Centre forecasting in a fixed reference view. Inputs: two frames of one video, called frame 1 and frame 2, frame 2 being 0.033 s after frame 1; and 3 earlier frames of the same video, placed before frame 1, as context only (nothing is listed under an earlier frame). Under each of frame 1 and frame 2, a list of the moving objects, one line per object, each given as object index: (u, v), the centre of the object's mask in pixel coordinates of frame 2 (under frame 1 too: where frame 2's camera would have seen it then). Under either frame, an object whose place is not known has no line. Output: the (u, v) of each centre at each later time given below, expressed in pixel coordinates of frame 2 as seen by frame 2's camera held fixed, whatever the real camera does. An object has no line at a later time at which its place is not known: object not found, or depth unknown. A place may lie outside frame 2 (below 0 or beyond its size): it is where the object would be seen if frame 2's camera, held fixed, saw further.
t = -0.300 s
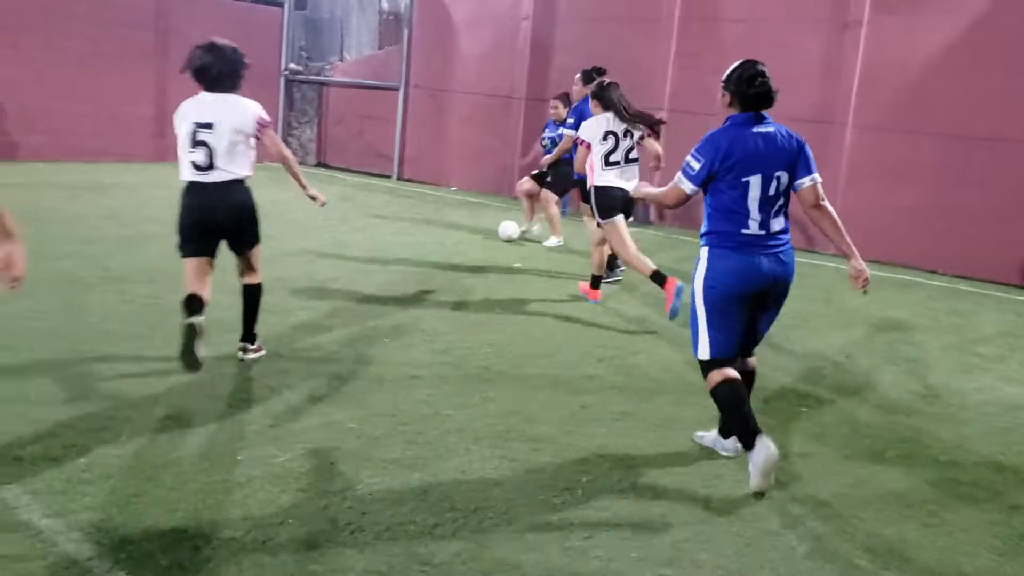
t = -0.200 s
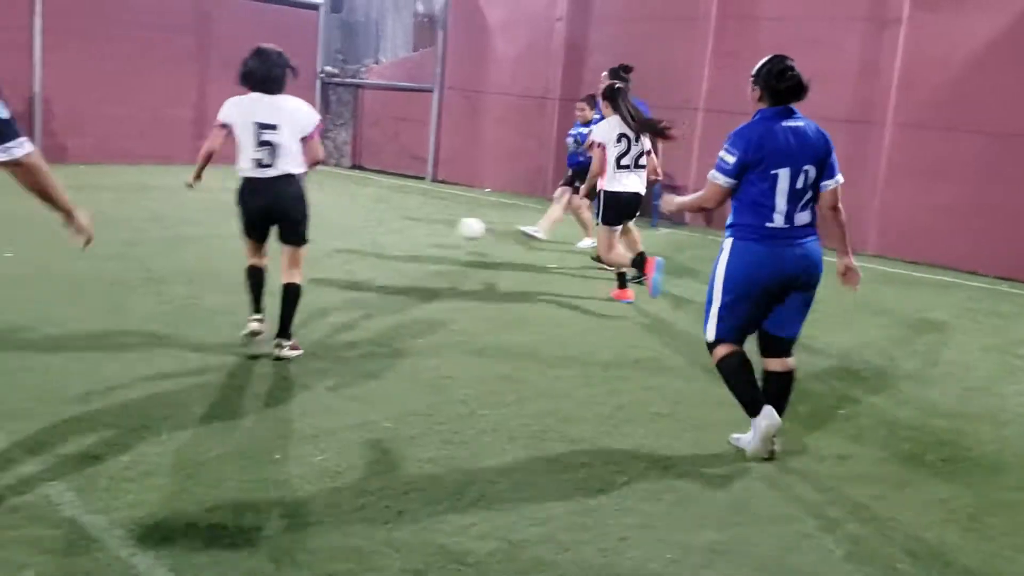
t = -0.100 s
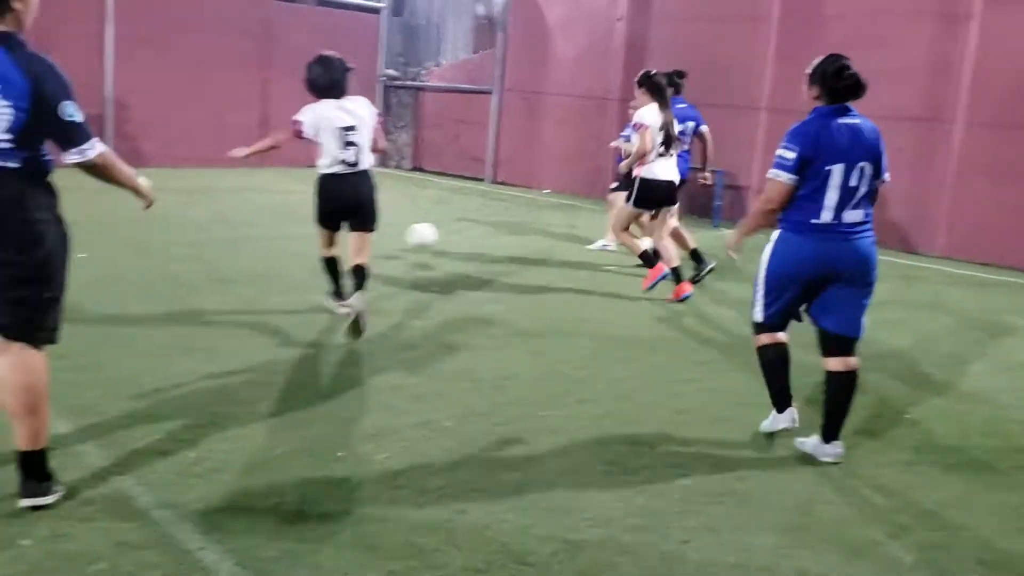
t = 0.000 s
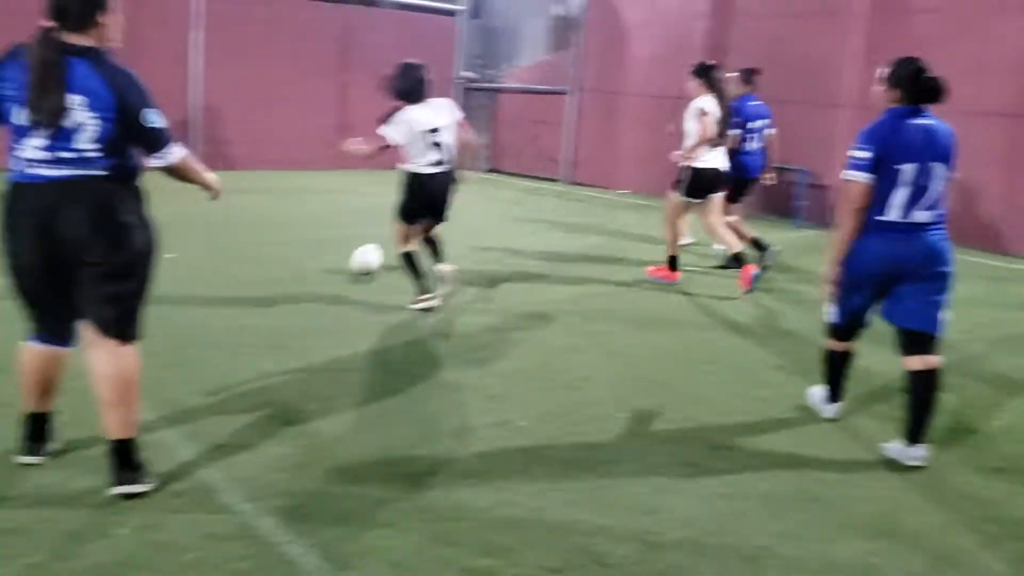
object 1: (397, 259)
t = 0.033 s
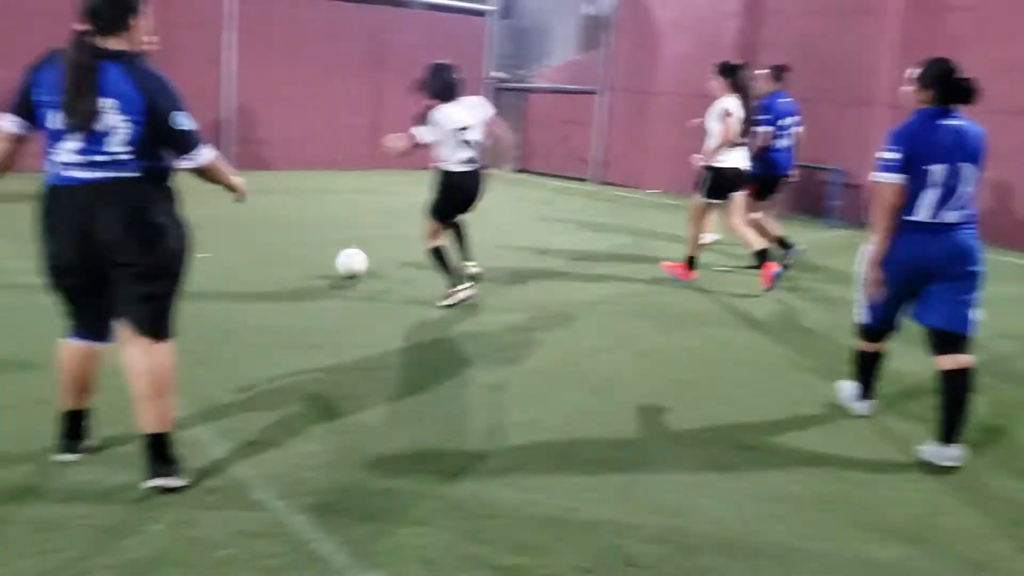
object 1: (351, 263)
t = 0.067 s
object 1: (305, 265)
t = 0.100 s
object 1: (255, 270)
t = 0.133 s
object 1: (205, 277)
